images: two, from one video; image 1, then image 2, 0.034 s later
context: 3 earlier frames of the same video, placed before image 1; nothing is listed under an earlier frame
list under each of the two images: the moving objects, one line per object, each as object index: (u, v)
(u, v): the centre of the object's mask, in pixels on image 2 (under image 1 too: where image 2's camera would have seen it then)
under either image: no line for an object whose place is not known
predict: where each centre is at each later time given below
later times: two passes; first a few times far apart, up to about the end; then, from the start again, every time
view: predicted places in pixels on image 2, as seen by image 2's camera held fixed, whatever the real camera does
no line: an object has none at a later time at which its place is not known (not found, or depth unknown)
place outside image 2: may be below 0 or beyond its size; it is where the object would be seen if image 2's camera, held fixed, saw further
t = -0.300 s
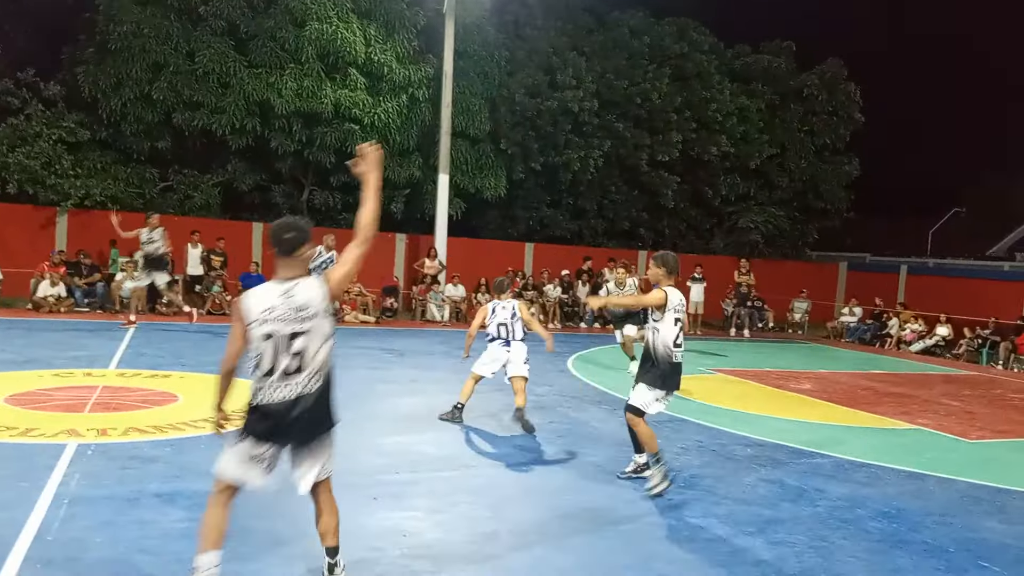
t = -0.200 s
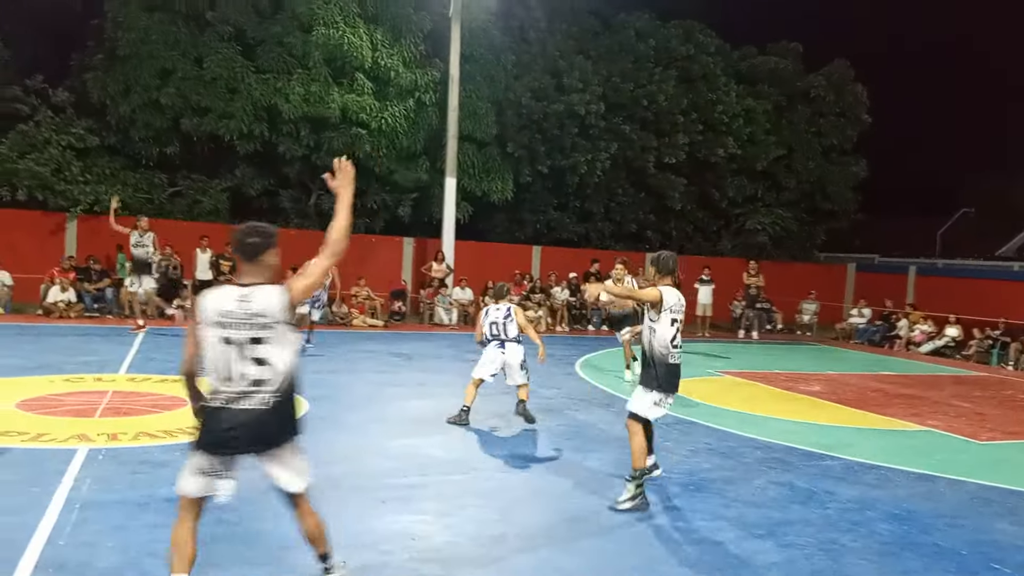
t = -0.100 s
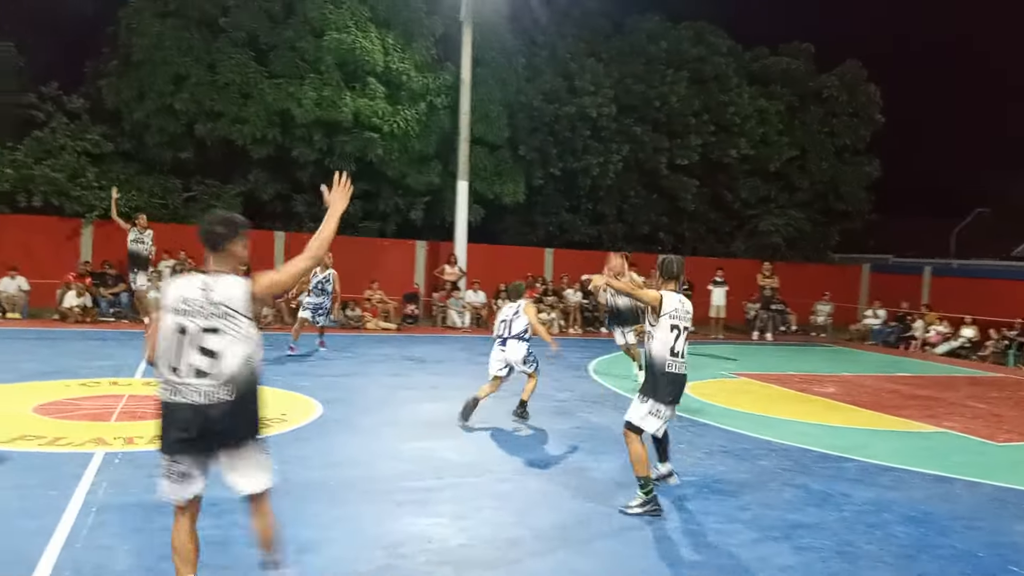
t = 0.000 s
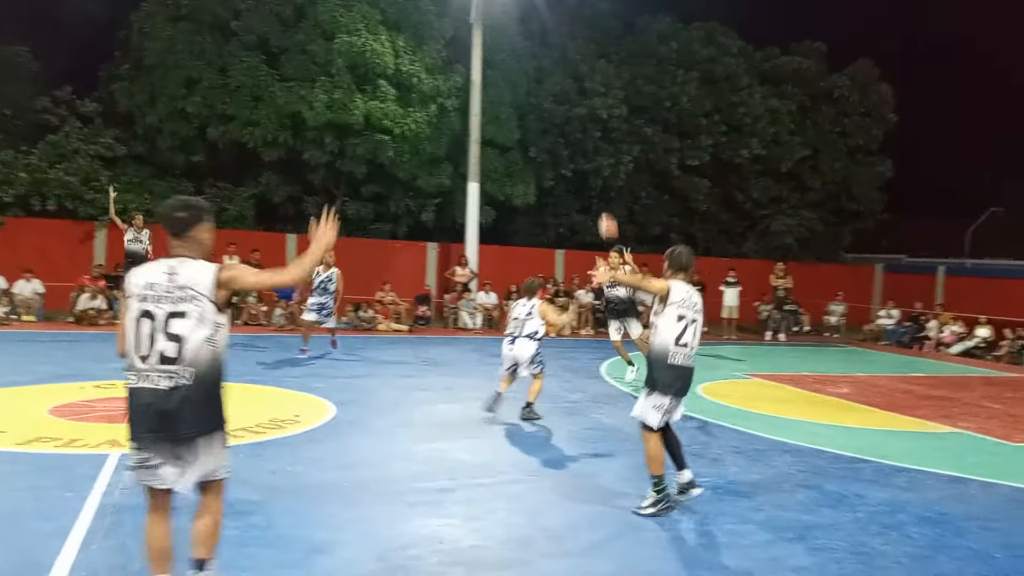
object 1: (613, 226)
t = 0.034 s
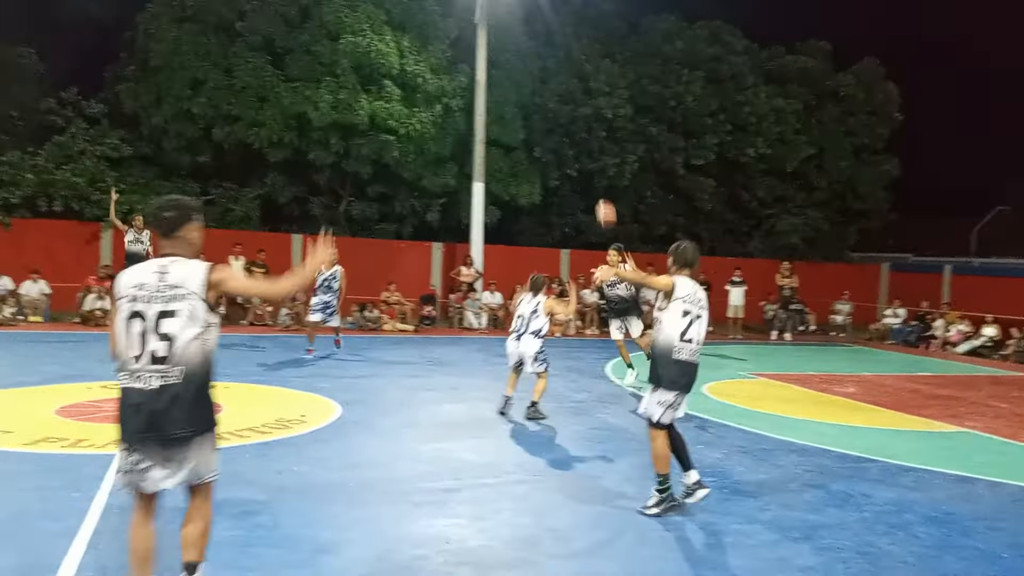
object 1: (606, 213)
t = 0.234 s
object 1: (552, 144)
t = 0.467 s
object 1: (458, 88)
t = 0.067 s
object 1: (598, 201)
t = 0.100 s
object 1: (590, 189)
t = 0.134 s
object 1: (581, 177)
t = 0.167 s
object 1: (572, 165)
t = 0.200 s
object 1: (562, 155)
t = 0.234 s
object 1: (552, 144)
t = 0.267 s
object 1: (541, 134)
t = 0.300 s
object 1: (529, 124)
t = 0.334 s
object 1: (517, 115)
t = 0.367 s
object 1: (504, 107)
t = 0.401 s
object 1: (491, 100)
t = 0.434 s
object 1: (475, 93)
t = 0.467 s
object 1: (458, 88)
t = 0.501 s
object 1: (439, 83)
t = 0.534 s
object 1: (419, 79)
